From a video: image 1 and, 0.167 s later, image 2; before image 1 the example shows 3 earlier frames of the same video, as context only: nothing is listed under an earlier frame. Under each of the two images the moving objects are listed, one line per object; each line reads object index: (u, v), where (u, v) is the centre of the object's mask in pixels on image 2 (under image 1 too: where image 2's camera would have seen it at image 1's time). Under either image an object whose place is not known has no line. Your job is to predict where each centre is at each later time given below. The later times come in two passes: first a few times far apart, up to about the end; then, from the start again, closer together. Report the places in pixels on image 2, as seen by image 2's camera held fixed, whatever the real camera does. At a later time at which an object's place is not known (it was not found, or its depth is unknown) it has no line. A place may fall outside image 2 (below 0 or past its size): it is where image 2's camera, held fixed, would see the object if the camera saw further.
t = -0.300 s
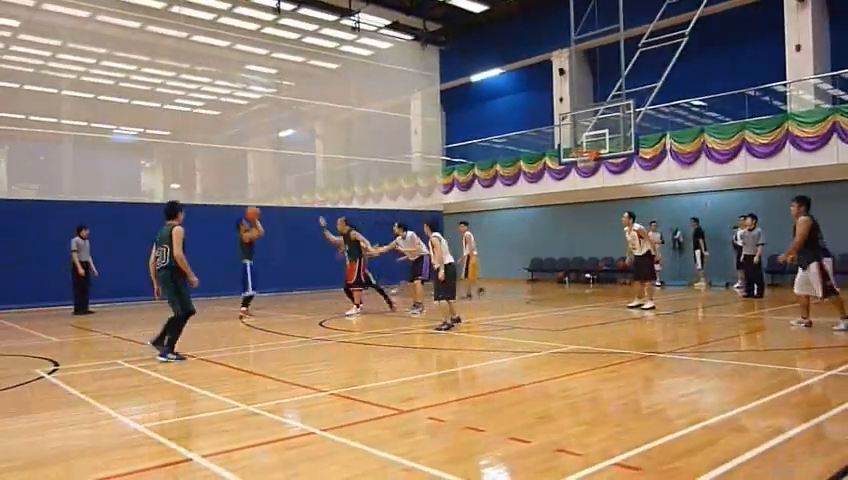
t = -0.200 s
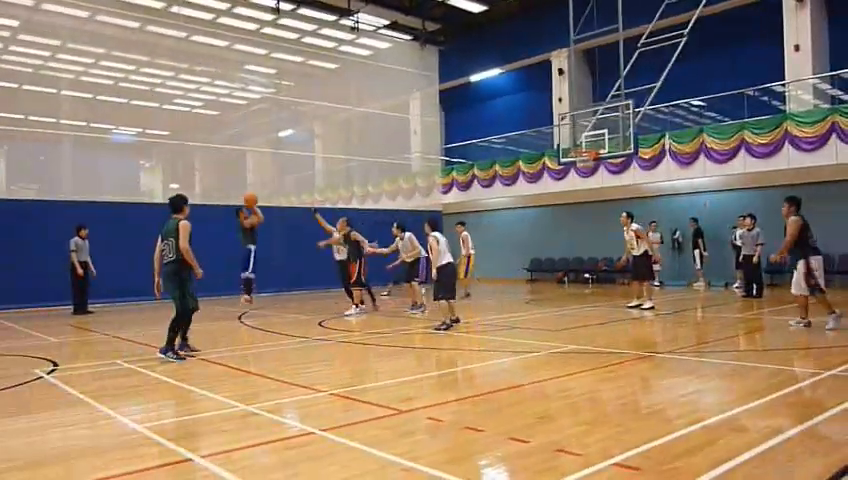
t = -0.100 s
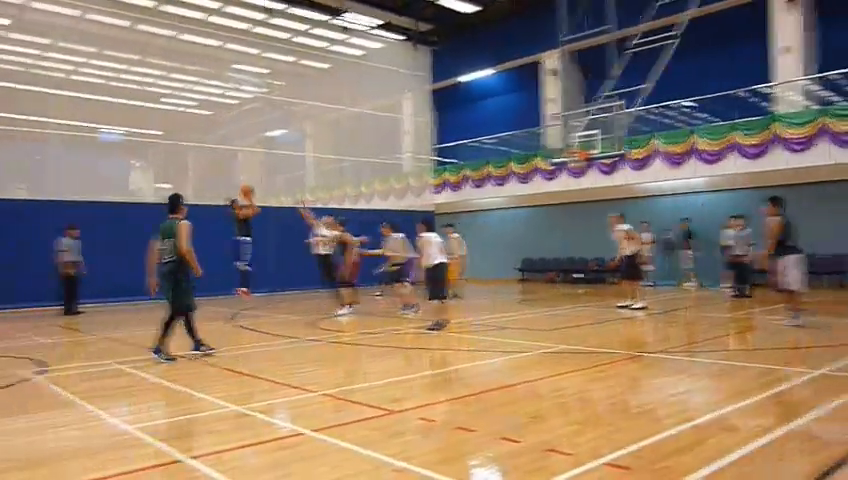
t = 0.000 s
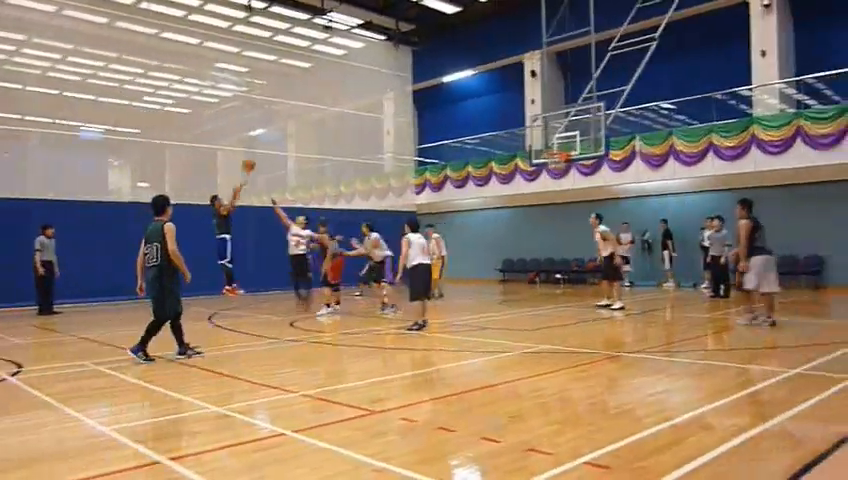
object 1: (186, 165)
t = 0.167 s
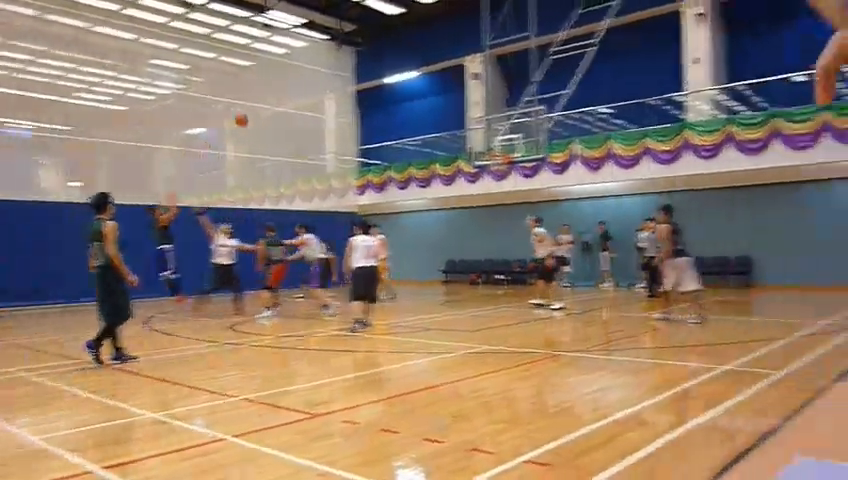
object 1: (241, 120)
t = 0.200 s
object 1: (252, 113)
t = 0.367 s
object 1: (303, 90)
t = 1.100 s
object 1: (492, 154)
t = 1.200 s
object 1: (505, 167)
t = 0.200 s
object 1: (252, 113)
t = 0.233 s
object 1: (262, 107)
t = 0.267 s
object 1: (273, 102)
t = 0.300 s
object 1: (282, 97)
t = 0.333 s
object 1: (293, 93)
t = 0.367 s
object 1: (303, 90)
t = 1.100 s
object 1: (492, 154)
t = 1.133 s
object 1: (494, 157)
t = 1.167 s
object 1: (503, 164)
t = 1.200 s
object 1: (505, 167)
